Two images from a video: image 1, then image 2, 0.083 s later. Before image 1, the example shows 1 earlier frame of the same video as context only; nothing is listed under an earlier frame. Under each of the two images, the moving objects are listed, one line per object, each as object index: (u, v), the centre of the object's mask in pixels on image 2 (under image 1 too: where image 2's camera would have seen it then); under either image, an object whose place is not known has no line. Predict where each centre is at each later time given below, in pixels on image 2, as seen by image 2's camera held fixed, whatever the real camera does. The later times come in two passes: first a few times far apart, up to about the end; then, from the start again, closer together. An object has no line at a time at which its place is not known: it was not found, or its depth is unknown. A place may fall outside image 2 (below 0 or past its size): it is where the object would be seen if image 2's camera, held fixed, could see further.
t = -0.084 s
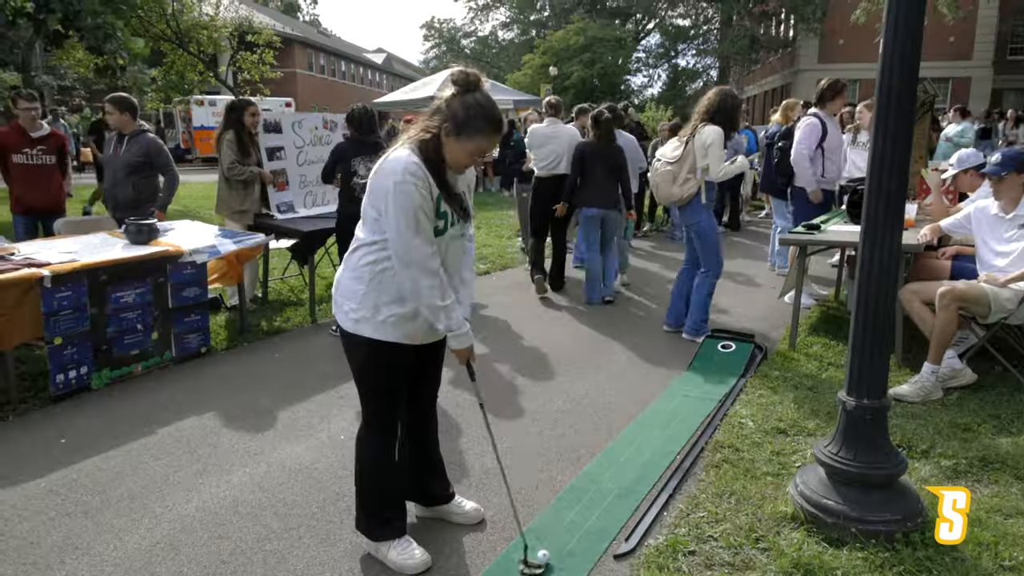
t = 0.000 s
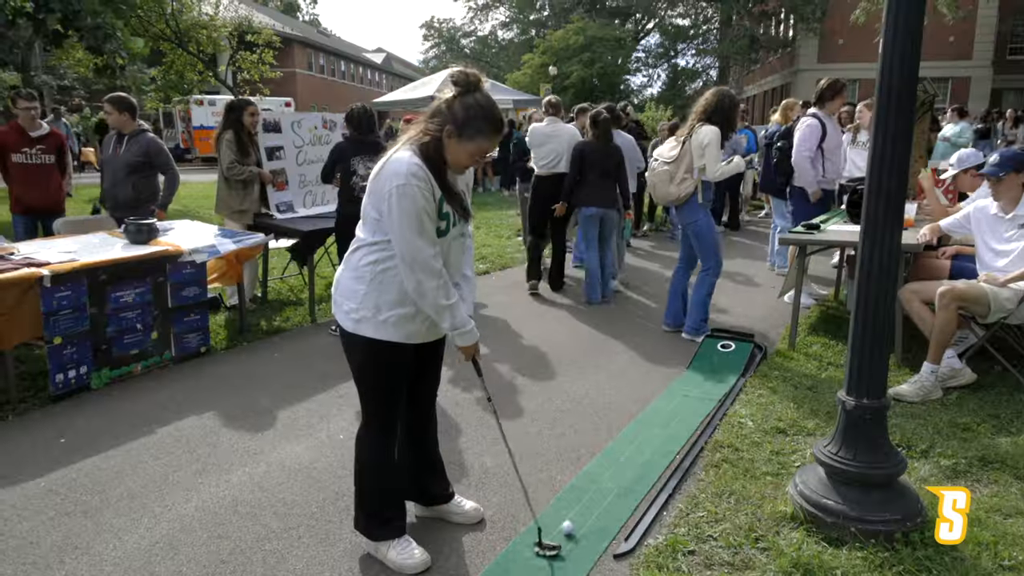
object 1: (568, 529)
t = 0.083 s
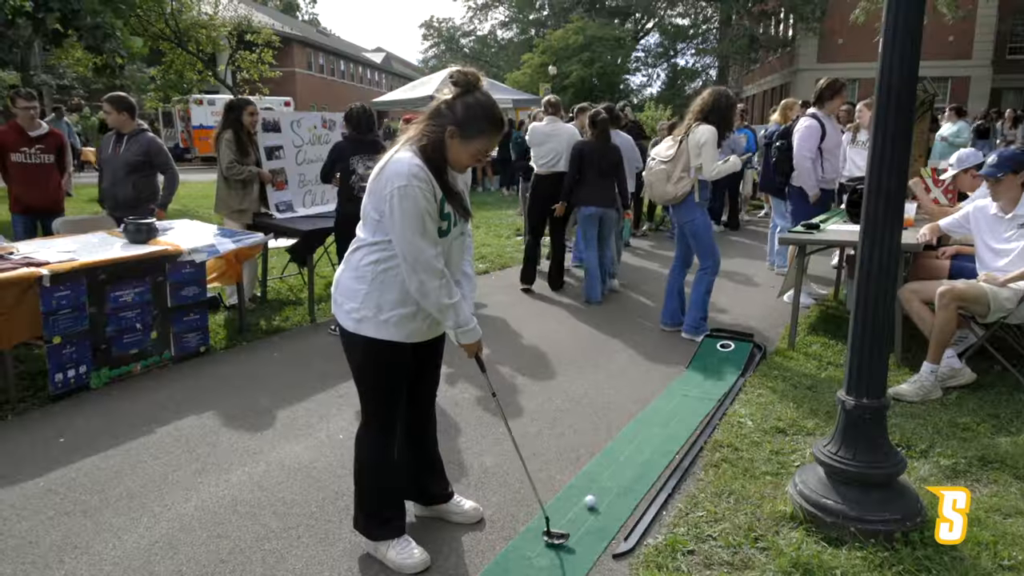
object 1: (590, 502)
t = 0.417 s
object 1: (647, 438)
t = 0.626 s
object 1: (672, 411)
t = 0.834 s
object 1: (692, 390)
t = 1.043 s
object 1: (707, 373)
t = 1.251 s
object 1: (718, 353)
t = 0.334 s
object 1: (635, 451)
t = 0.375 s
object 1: (641, 444)
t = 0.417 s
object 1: (647, 438)
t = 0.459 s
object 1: (653, 432)
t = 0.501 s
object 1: (658, 426)
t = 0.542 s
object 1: (663, 421)
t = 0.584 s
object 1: (667, 416)
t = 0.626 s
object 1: (672, 411)
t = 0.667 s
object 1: (676, 407)
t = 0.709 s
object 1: (680, 403)
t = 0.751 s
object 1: (685, 398)
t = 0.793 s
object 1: (688, 394)
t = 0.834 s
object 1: (692, 390)
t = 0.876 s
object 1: (695, 386)
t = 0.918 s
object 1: (698, 382)
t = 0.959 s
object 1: (701, 379)
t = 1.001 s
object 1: (704, 376)
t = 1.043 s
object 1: (707, 373)
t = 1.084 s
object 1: (710, 370)
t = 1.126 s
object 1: (712, 364)
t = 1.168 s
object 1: (715, 360)
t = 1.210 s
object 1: (716, 356)
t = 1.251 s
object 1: (718, 353)
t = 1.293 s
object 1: (719, 350)
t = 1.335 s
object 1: (720, 347)
